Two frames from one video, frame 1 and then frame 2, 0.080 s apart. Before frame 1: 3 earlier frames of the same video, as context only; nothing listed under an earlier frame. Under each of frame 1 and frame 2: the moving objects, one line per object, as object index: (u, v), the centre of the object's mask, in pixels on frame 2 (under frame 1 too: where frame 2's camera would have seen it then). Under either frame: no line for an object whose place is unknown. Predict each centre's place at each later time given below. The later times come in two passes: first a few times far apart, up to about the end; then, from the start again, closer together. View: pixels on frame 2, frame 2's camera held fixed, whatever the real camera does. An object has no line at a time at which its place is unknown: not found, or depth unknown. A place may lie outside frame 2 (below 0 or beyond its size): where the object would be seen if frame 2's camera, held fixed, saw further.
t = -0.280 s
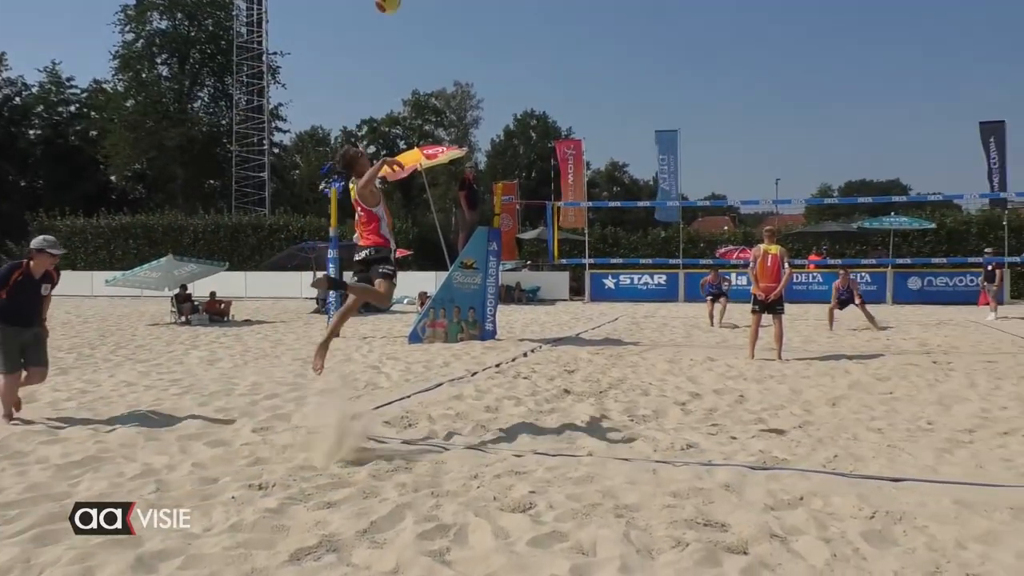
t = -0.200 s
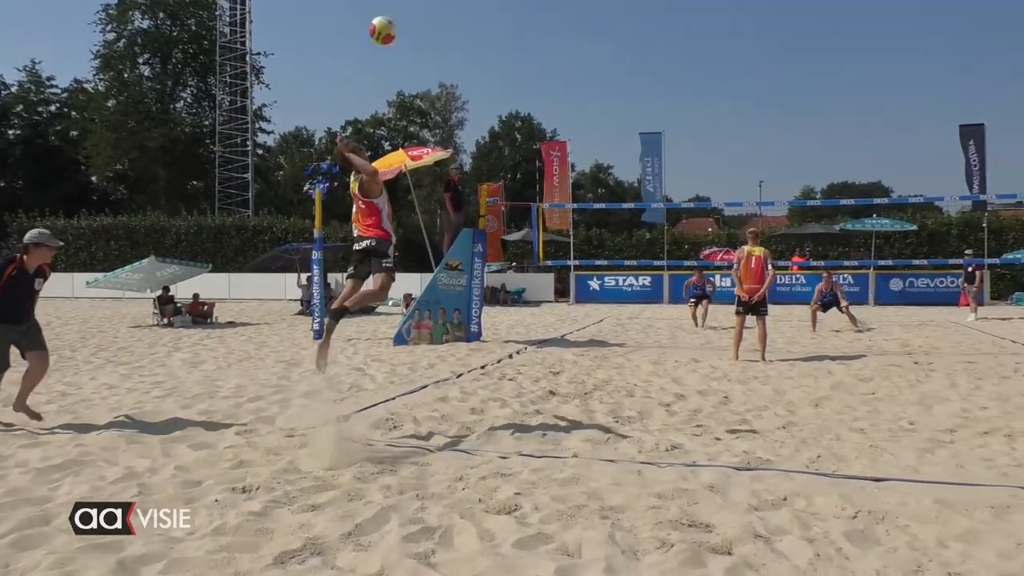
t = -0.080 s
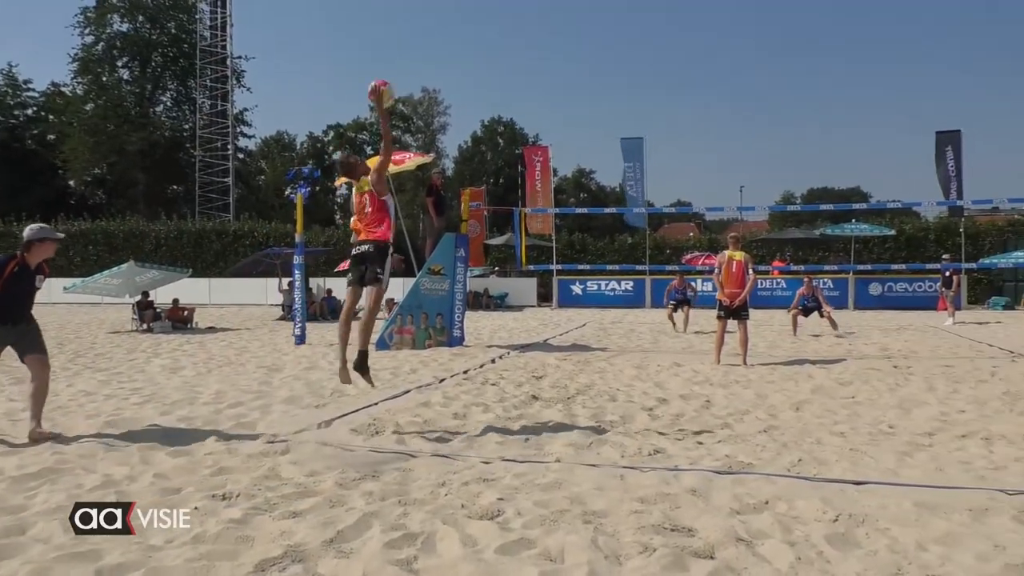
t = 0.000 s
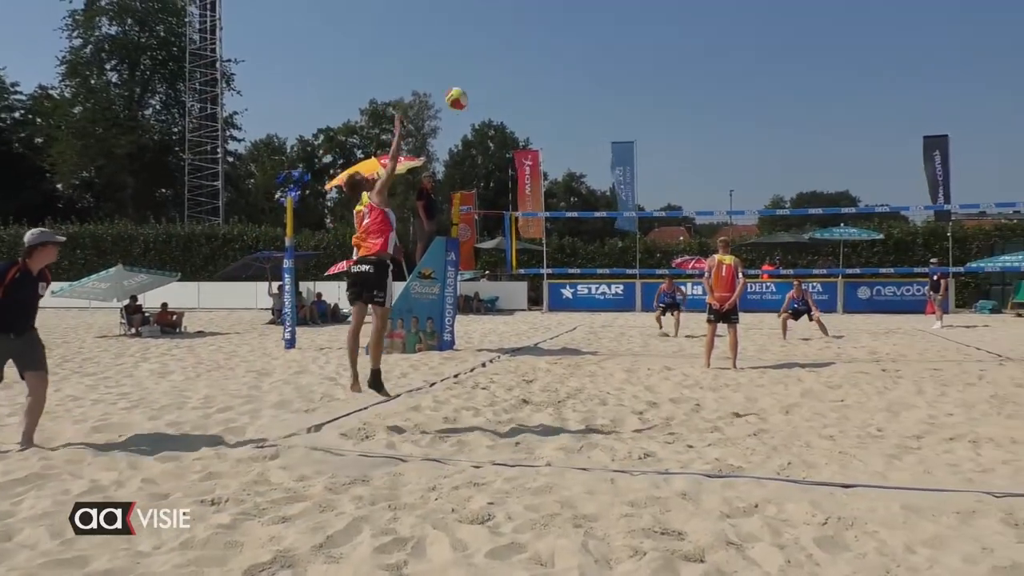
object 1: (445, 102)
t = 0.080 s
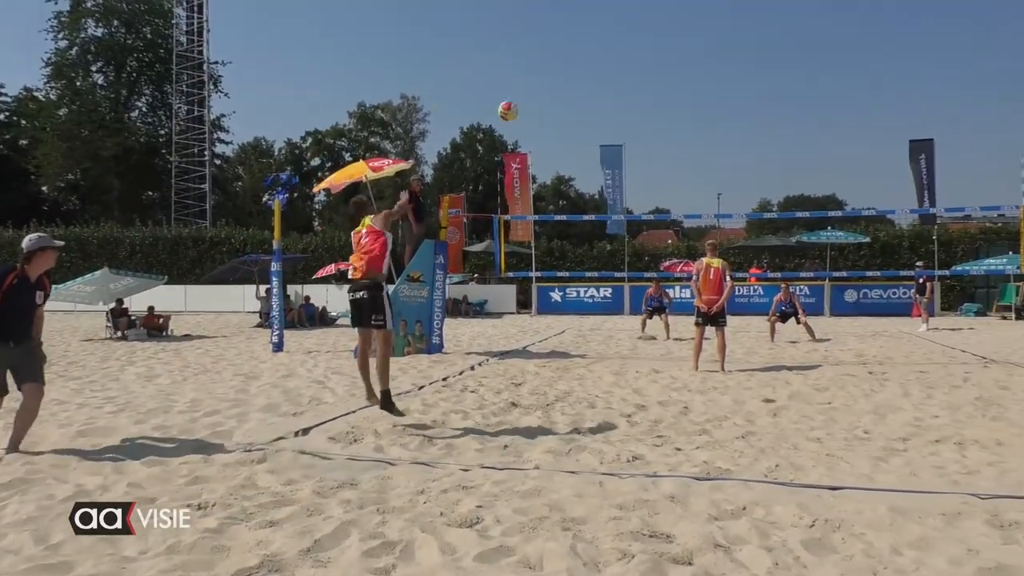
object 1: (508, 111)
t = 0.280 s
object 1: (615, 156)
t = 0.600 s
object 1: (695, 245)
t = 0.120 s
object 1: (533, 117)
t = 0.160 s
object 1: (566, 128)
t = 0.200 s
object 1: (584, 137)
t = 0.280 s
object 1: (615, 156)
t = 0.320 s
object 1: (629, 166)
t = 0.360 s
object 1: (642, 177)
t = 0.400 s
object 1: (653, 188)
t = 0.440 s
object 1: (663, 198)
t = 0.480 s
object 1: (673, 210)
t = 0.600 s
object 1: (695, 245)
